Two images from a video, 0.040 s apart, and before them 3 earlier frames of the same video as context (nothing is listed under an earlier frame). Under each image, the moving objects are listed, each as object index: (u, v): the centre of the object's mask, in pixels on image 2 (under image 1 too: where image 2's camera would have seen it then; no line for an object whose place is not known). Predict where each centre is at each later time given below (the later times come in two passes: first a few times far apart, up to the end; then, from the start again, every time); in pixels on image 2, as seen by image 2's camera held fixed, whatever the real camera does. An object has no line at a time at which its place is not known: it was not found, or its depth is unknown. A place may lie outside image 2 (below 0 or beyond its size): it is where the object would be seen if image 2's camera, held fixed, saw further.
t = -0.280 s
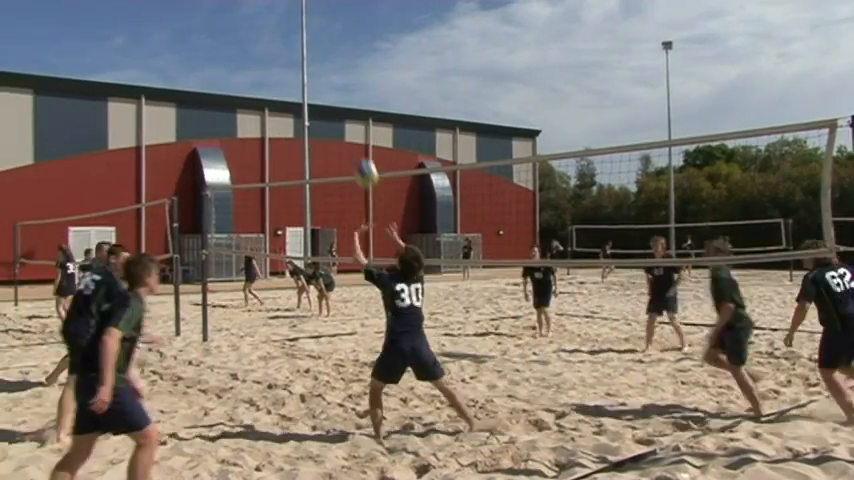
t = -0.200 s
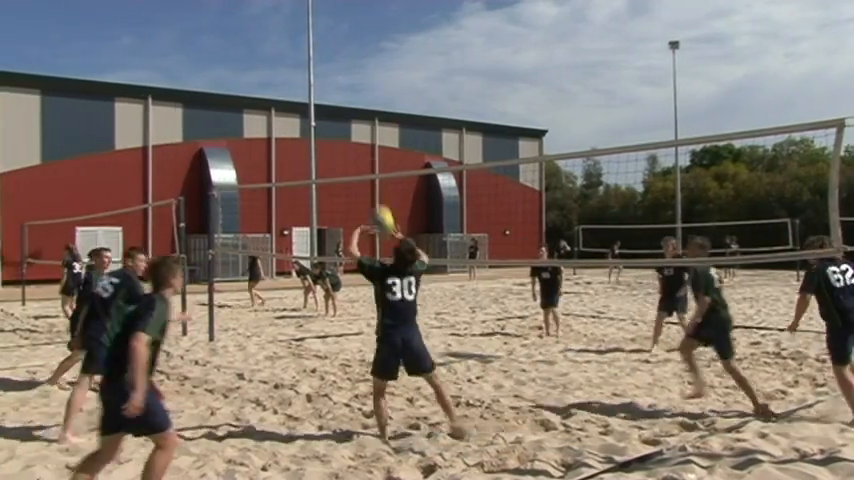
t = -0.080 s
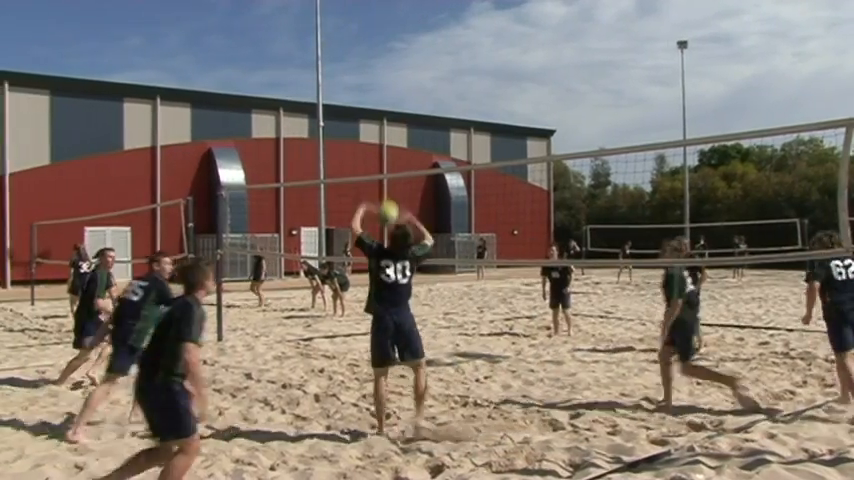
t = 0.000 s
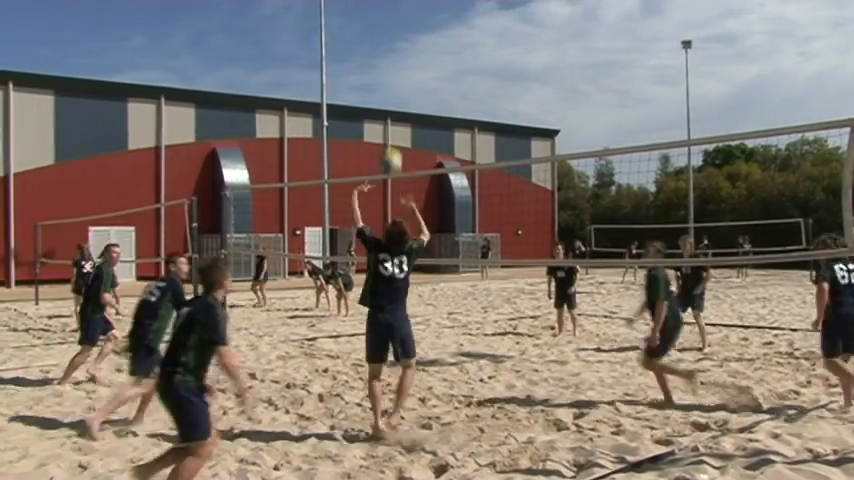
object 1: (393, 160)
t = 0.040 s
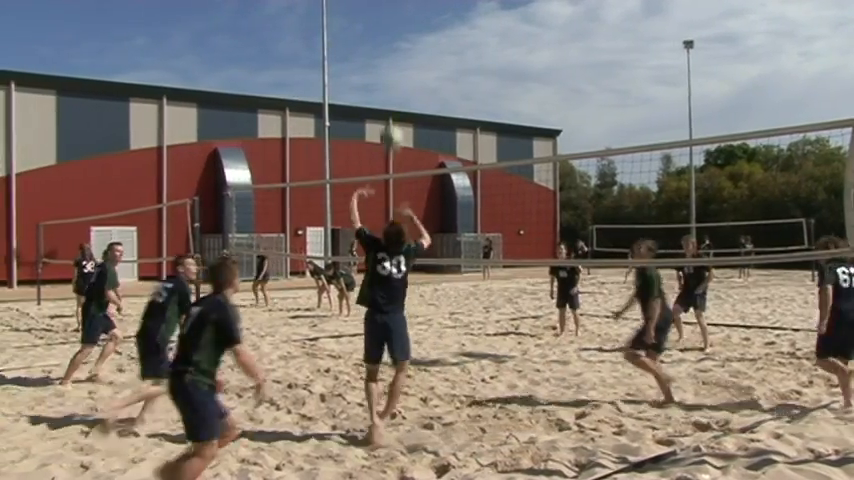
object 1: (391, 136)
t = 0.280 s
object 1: (390, 39)
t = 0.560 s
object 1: (388, 8)
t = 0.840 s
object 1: (387, 43)
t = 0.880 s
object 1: (387, 53)
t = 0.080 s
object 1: (392, 115)
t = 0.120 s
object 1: (391, 98)
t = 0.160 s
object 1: (391, 80)
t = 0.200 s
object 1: (391, 64)
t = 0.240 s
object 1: (390, 51)
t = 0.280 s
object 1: (390, 39)
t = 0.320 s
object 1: (389, 29)
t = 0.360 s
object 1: (389, 21)
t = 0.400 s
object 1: (389, 15)
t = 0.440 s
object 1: (389, 10)
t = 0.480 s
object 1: (389, 8)
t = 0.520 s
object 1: (388, 7)
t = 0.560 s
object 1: (388, 8)
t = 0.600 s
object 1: (388, 8)
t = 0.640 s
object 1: (388, 9)
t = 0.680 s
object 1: (387, 13)
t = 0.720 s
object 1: (387, 18)
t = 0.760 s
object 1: (387, 25)
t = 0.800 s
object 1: (387, 33)
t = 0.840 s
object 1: (387, 43)
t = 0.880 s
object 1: (387, 53)
